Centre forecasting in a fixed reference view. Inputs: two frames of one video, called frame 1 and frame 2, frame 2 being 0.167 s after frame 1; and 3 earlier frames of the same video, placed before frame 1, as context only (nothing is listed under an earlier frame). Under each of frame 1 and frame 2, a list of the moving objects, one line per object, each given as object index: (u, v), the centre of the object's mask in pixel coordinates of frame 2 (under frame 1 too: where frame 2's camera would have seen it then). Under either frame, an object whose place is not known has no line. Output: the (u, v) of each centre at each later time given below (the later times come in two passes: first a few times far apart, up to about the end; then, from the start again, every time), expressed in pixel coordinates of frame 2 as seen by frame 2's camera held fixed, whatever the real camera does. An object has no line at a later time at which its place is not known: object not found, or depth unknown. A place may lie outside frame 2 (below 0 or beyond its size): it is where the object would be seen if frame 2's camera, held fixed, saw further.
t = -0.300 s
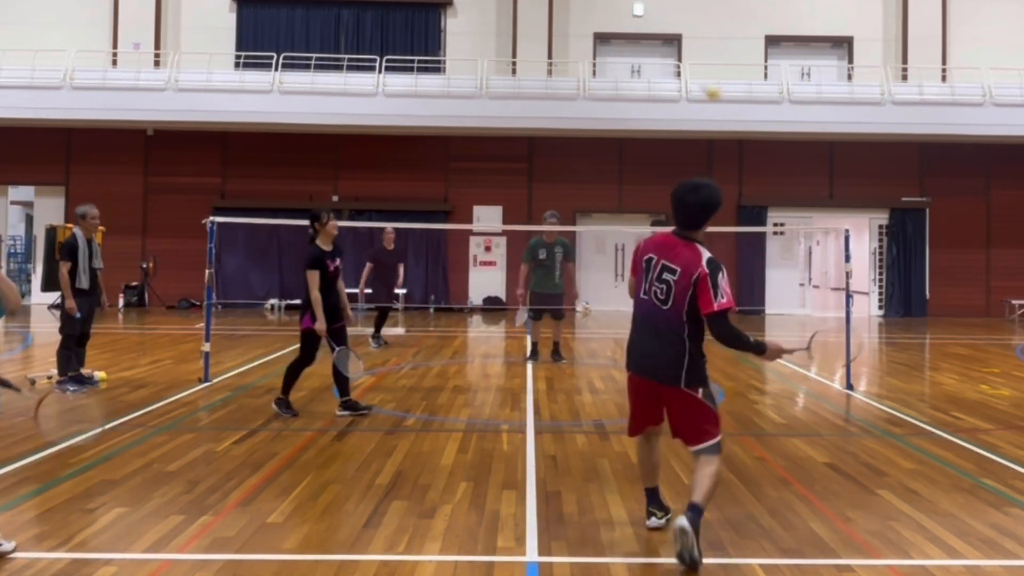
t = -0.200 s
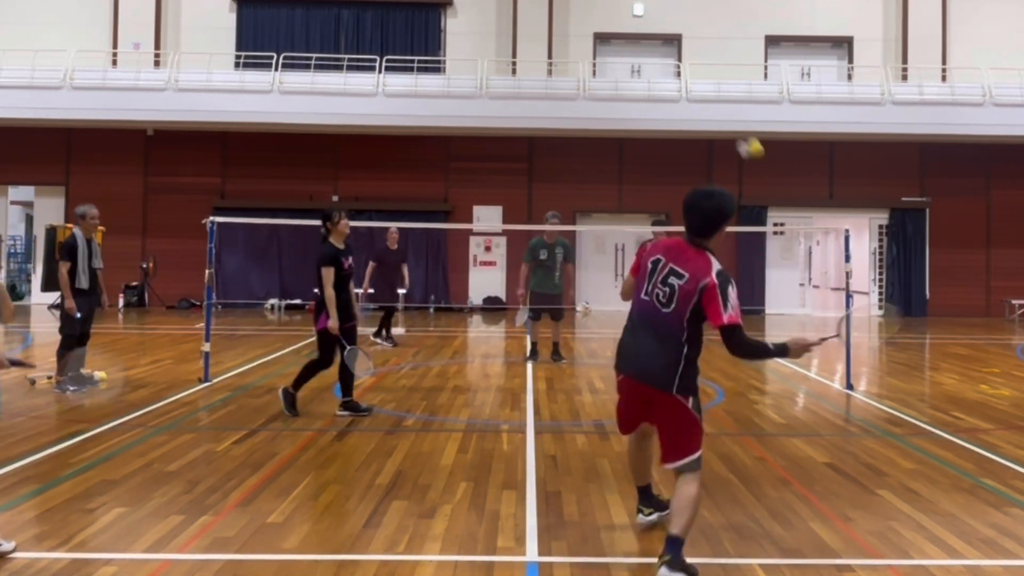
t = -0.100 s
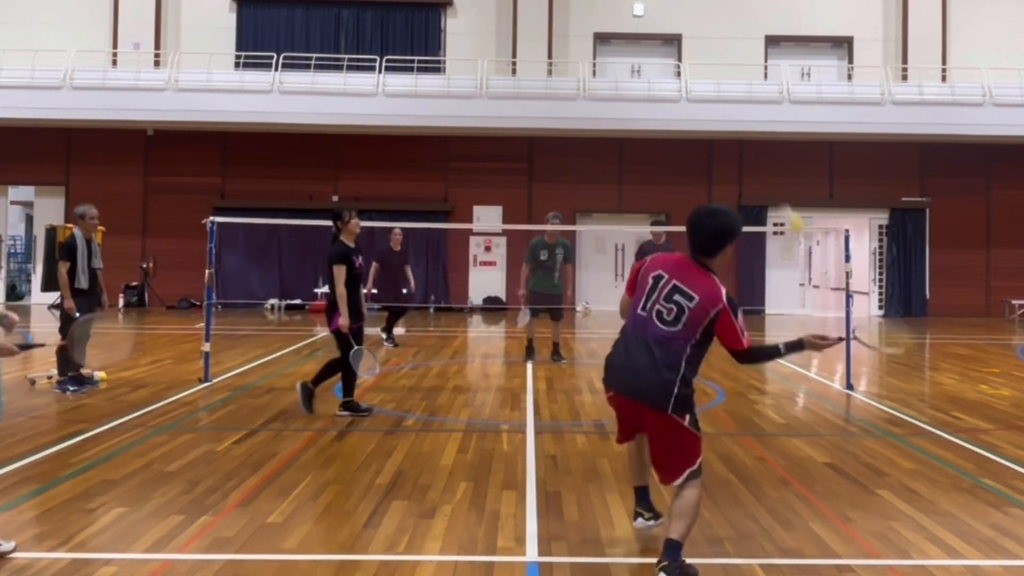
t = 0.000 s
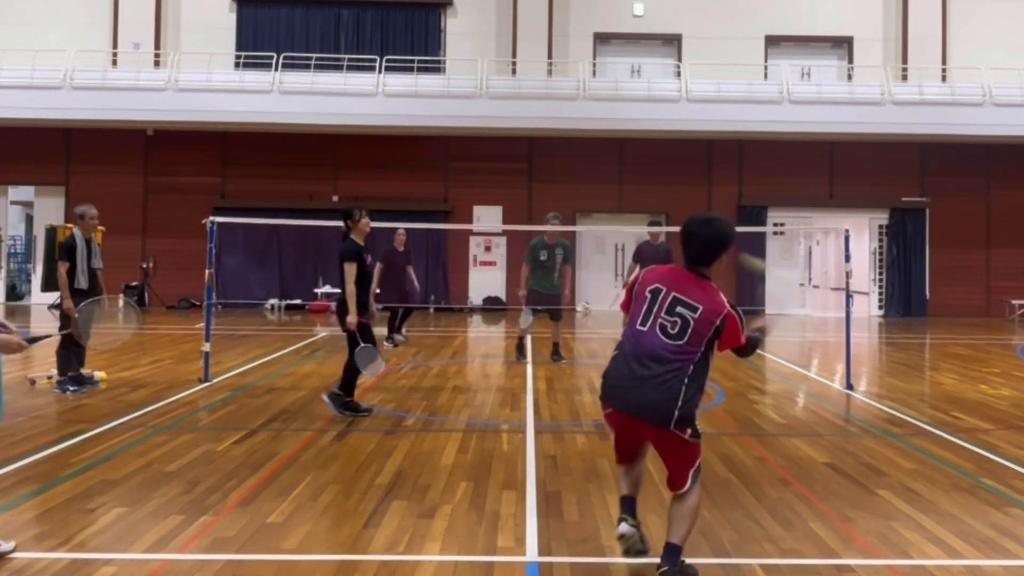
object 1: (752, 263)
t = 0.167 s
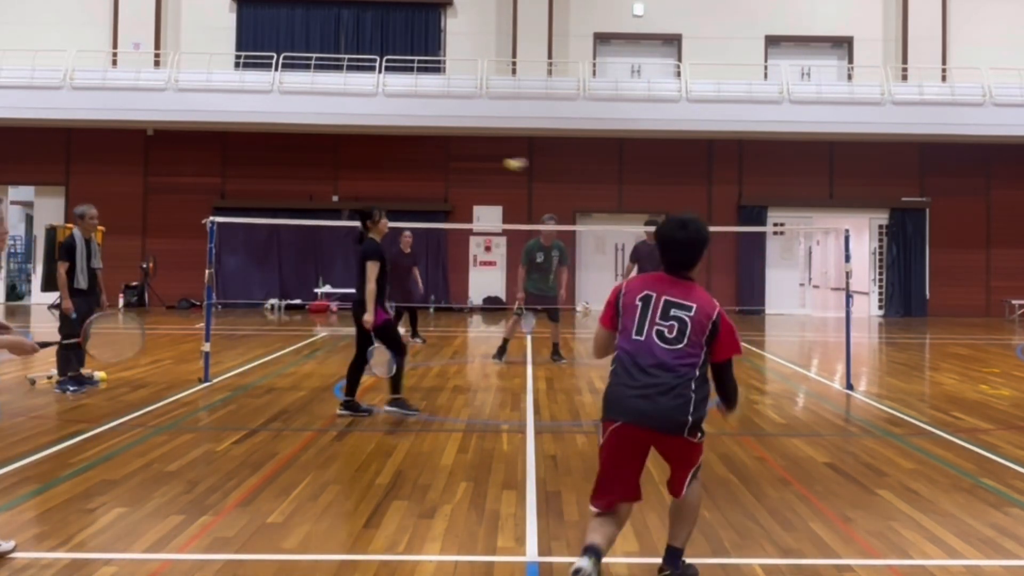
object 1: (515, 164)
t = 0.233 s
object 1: (467, 155)
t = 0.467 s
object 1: (375, 163)
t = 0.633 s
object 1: (339, 198)
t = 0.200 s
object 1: (489, 160)
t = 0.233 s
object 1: (467, 155)
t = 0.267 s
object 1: (449, 153)
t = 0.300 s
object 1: (432, 151)
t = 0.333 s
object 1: (419, 151)
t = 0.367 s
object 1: (406, 151)
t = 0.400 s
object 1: (394, 154)
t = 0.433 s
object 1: (384, 158)
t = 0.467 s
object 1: (375, 163)
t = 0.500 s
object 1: (367, 169)
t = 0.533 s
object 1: (360, 176)
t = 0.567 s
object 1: (353, 183)
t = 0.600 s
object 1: (345, 190)
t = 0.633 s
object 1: (339, 198)
